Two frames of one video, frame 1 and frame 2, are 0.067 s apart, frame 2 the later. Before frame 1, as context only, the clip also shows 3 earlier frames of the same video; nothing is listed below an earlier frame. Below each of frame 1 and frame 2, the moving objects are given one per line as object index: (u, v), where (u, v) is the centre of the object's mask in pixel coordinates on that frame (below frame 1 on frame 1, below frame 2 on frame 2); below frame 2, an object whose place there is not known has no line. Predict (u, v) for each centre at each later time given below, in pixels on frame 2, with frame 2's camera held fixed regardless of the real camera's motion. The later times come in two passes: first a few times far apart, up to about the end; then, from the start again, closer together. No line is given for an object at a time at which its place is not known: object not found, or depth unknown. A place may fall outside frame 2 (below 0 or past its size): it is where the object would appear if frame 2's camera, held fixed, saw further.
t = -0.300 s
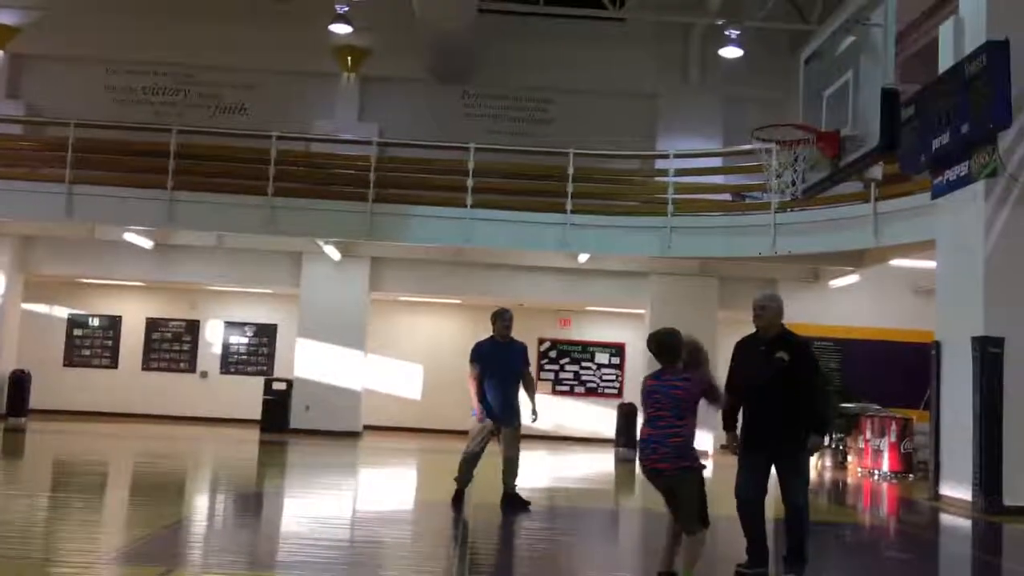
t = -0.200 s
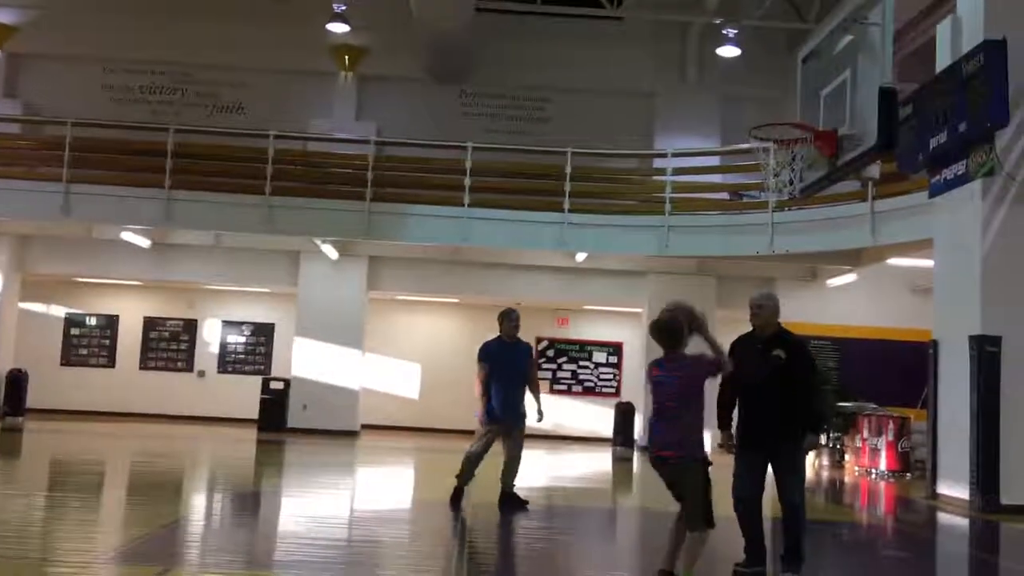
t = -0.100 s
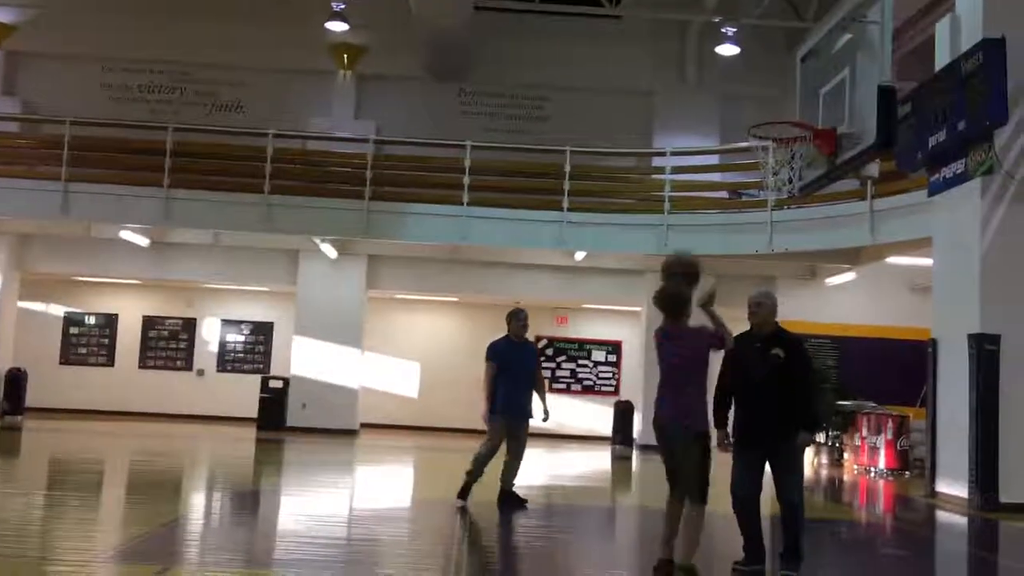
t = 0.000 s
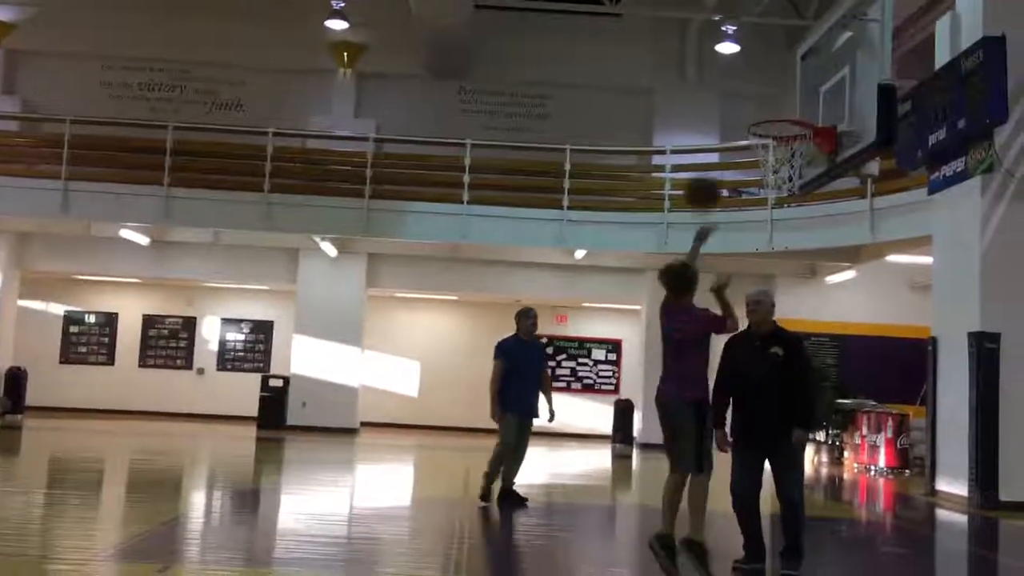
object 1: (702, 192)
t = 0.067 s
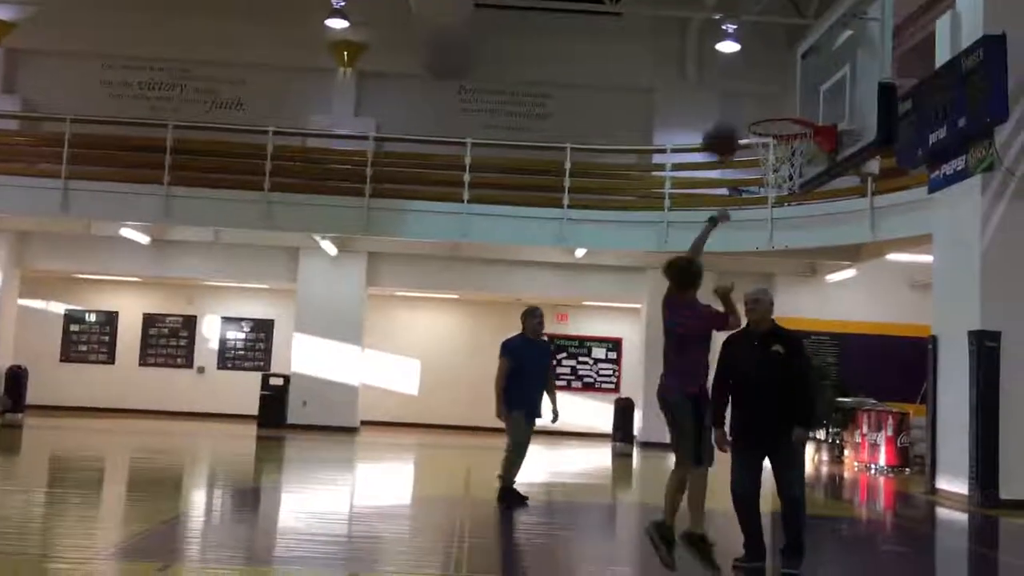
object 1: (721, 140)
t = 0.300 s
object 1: (773, 44)
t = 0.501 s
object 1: (811, 29)
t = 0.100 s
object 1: (729, 121)
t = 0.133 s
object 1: (737, 104)
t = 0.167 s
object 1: (745, 88)
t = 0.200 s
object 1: (752, 75)
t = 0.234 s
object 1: (760, 62)
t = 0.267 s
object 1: (767, 54)
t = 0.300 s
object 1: (773, 44)
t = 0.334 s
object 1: (781, 37)
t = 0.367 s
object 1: (786, 32)
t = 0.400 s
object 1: (793, 29)
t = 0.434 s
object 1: (798, 27)
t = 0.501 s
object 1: (811, 29)
